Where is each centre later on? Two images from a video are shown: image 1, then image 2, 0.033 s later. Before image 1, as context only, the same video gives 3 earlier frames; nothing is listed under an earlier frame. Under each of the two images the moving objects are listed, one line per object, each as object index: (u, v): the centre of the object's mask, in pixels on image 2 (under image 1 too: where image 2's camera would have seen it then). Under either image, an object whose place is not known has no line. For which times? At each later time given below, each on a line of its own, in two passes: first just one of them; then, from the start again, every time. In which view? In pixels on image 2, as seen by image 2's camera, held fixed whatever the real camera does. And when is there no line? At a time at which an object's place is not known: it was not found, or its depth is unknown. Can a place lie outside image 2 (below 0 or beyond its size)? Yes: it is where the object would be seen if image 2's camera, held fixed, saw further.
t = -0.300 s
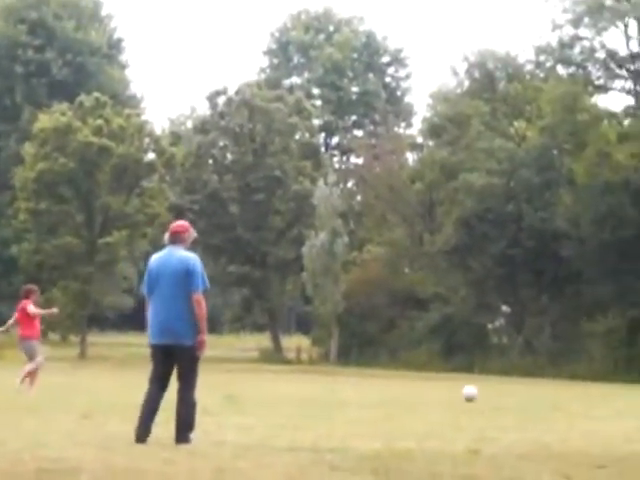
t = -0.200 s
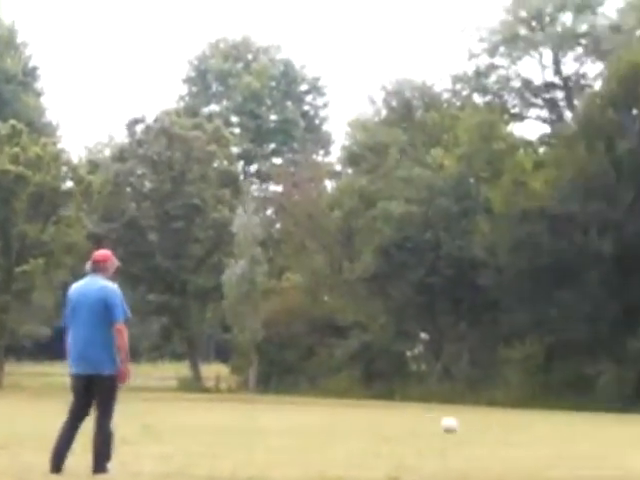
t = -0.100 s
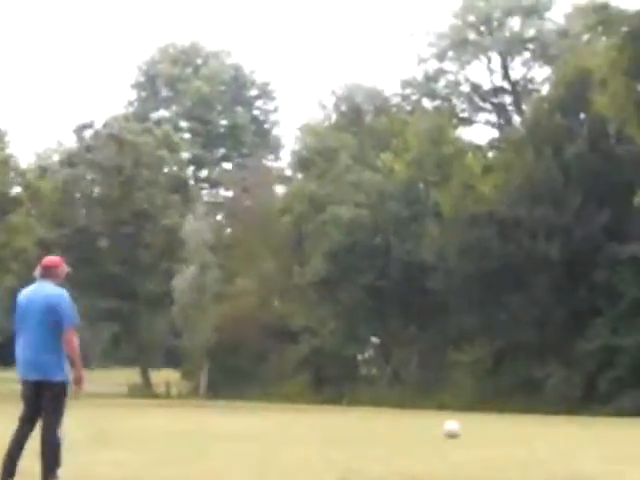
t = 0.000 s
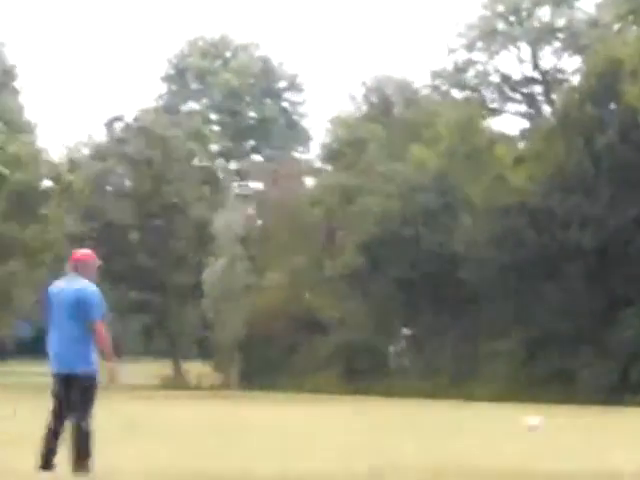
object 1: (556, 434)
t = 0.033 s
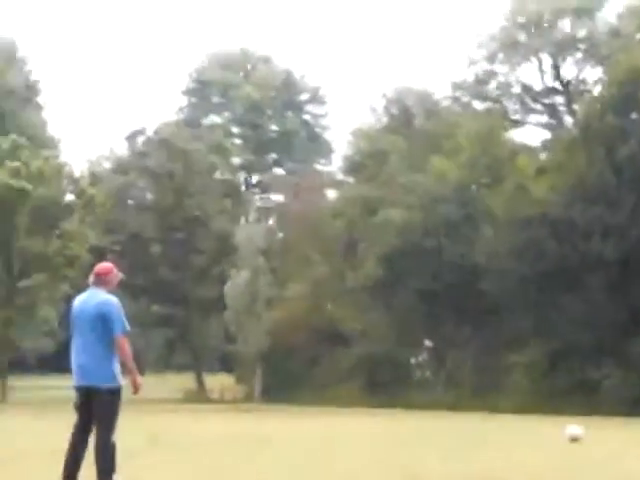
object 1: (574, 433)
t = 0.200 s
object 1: (650, 435)
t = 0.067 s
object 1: (589, 431)
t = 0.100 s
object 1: (604, 432)
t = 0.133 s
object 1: (621, 433)
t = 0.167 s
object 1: (638, 434)
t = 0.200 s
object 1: (650, 435)
